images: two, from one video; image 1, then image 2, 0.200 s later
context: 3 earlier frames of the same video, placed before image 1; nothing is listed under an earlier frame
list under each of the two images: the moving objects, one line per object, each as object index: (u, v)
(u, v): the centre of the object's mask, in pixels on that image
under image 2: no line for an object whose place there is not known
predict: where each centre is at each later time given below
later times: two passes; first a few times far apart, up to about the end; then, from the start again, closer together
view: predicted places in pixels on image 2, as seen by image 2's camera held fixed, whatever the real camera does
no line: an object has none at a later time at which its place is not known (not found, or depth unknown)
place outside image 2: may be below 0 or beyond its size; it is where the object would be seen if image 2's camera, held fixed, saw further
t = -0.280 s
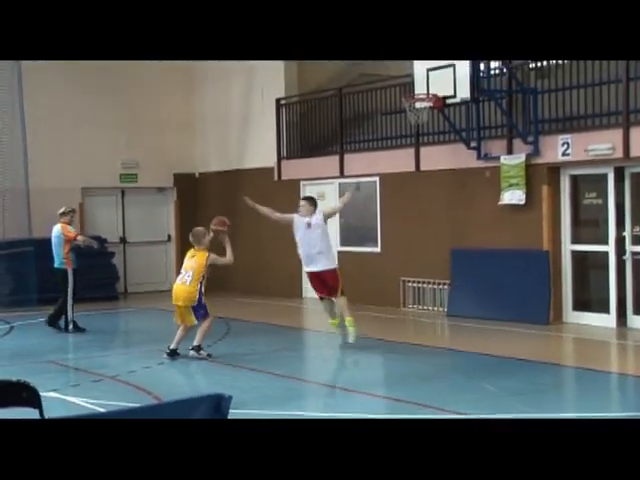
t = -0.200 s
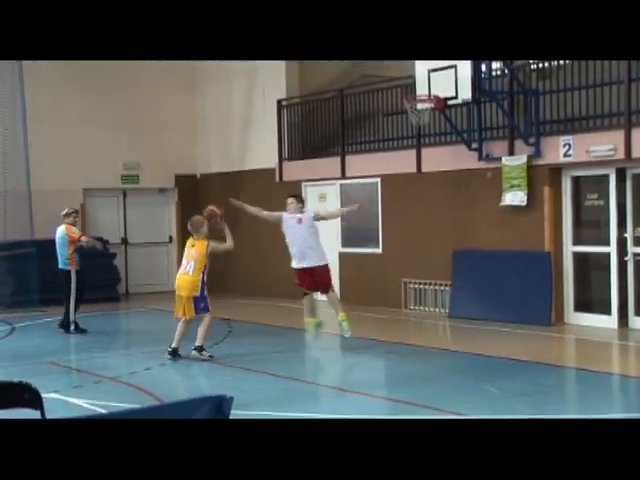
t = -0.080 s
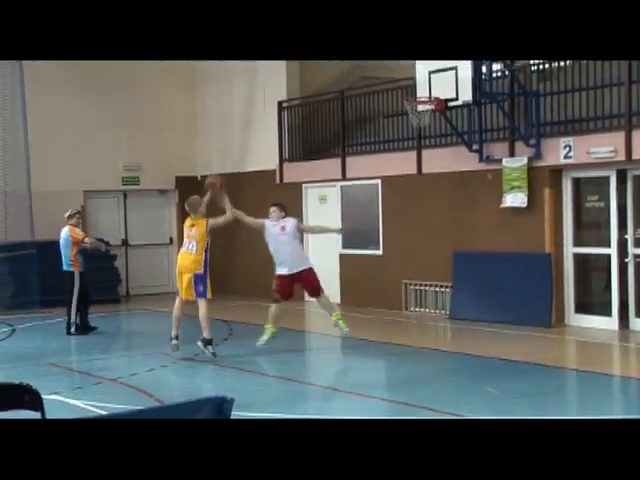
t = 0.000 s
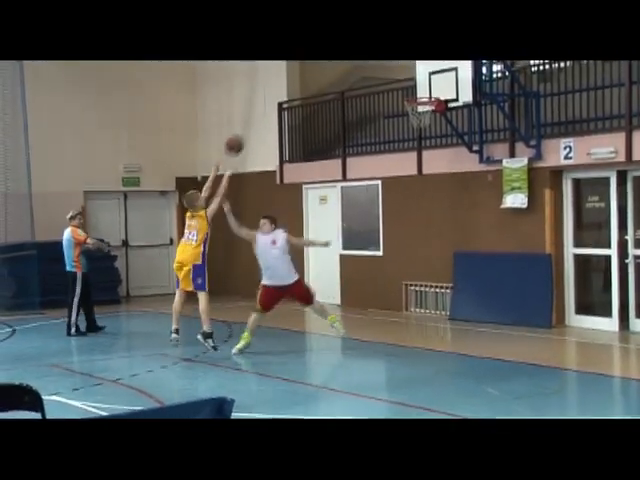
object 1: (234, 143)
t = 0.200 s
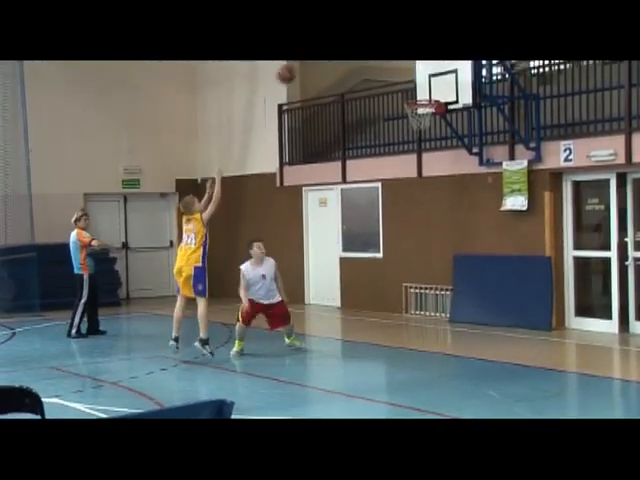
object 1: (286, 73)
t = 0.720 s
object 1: (402, 58)
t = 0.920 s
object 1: (431, 92)
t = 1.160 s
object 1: (383, 89)
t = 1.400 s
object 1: (335, 130)
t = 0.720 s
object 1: (402, 58)
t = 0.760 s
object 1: (410, 61)
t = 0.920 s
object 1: (431, 92)
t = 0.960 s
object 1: (424, 90)
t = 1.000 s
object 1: (417, 87)
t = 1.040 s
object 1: (408, 85)
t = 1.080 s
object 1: (400, 86)
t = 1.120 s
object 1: (391, 86)
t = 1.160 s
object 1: (383, 89)
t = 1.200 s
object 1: (376, 93)
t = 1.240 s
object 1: (368, 97)
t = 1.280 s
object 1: (360, 104)
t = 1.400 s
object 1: (335, 130)
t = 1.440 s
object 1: (327, 143)
